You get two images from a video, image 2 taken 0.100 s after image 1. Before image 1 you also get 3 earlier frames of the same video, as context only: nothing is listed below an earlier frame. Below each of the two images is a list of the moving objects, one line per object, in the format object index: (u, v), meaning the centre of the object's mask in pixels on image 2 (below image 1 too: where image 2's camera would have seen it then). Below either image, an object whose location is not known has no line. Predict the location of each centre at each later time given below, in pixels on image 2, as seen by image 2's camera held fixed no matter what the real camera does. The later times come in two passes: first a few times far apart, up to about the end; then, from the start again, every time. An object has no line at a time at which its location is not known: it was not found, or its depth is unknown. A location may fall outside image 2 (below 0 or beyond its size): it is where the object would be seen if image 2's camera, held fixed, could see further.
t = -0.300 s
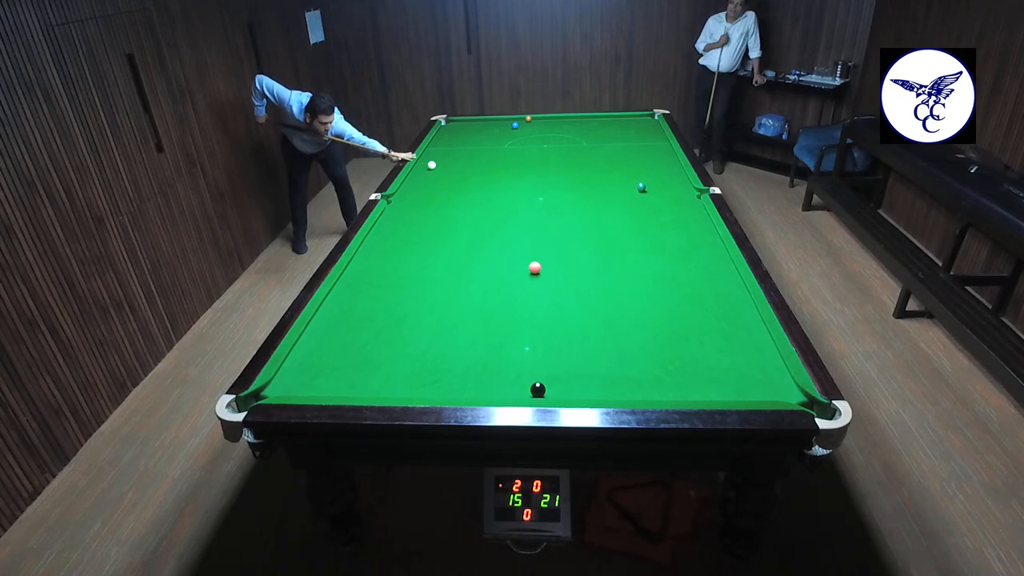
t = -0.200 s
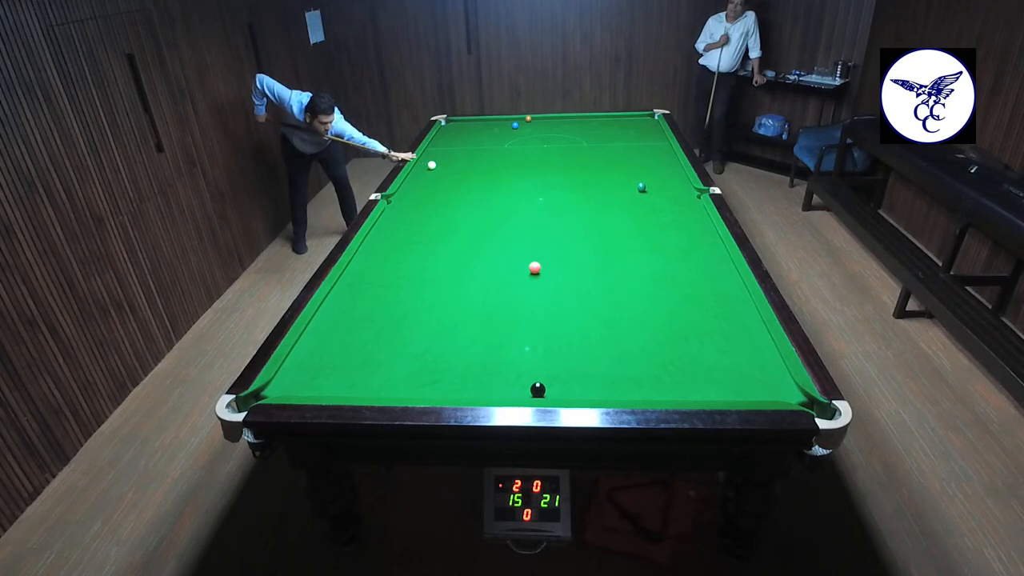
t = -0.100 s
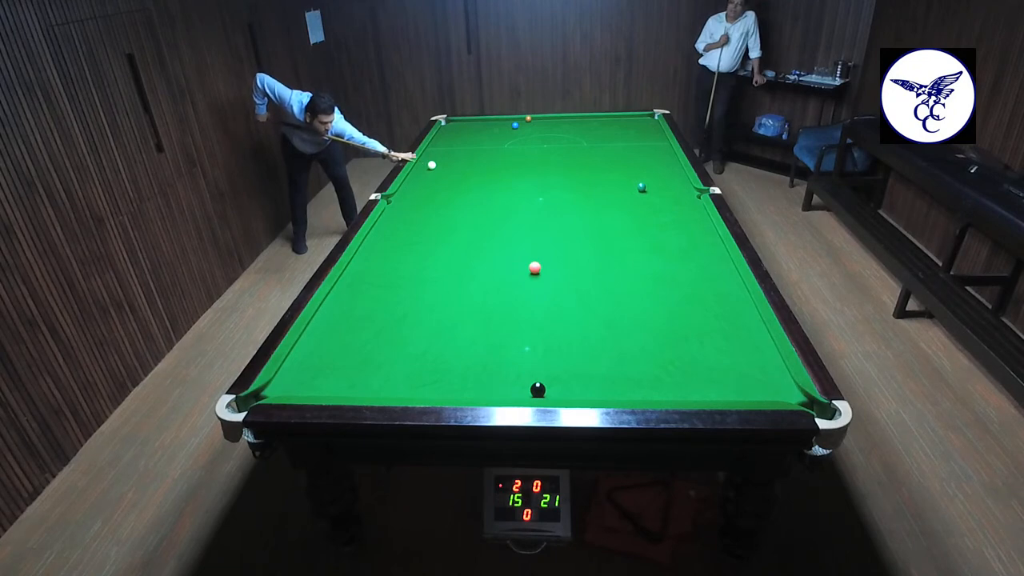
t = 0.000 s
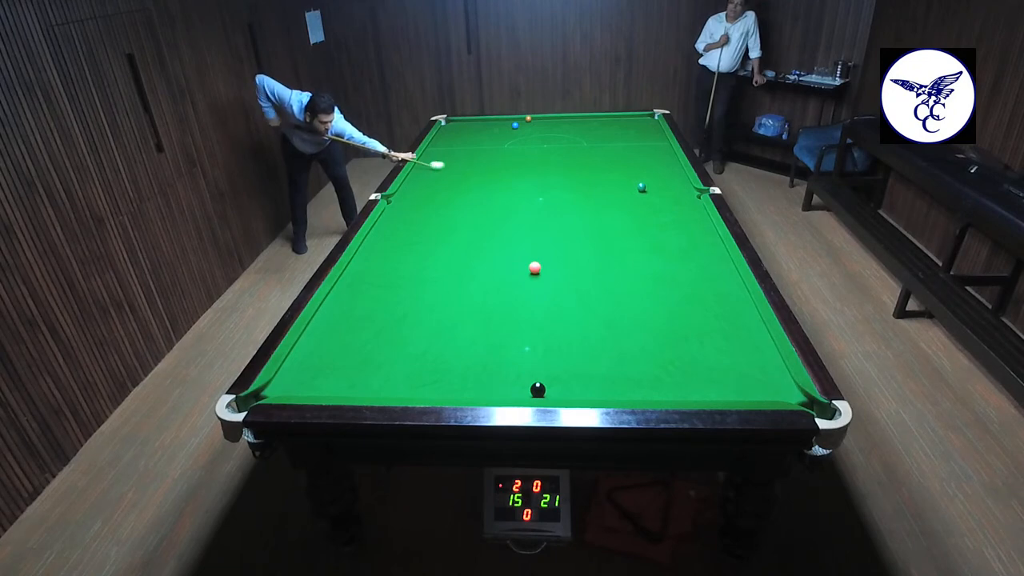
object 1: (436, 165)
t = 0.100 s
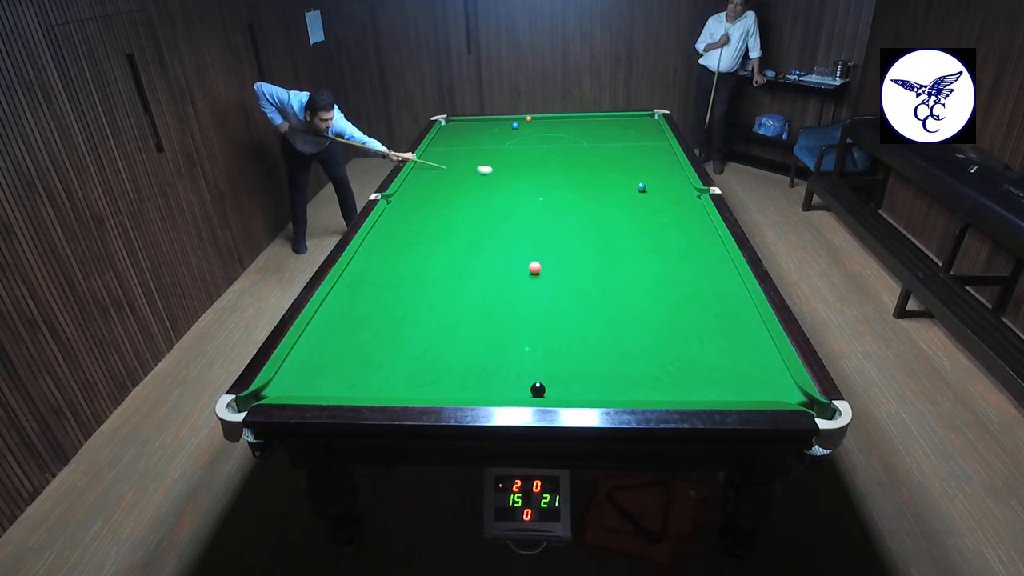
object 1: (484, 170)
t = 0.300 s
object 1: (582, 180)
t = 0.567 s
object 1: (637, 188)
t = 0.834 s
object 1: (645, 191)
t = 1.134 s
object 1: (654, 194)
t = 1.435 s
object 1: (662, 197)
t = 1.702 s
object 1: (668, 199)
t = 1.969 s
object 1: (673, 200)
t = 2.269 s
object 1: (677, 202)
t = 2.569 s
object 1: (681, 203)
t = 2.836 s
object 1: (683, 204)
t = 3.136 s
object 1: (684, 204)
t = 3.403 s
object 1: (684, 204)
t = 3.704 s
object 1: (684, 204)
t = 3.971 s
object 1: (684, 204)
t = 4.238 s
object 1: (684, 204)
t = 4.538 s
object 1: (684, 204)
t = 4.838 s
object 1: (684, 204)
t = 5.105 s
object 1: (684, 204)
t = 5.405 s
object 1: (684, 204)
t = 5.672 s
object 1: (684, 204)
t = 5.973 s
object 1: (684, 204)
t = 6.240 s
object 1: (684, 204)
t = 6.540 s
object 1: (684, 204)
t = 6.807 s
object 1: (684, 204)
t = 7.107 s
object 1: (684, 204)
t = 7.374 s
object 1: (684, 204)
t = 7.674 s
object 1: (684, 204)
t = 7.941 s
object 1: (684, 204)
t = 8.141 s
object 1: (684, 204)
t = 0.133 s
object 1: (501, 172)
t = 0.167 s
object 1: (517, 173)
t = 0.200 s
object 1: (533, 175)
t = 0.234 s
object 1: (550, 177)
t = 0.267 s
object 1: (565, 179)
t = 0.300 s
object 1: (582, 180)
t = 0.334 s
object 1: (598, 182)
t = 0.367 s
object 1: (613, 184)
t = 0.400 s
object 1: (629, 186)
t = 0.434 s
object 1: (633, 186)
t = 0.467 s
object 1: (633, 187)
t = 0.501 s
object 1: (634, 187)
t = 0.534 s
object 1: (635, 188)
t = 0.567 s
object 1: (637, 188)
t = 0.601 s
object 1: (638, 188)
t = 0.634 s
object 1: (639, 189)
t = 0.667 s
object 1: (640, 189)
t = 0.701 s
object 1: (641, 190)
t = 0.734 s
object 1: (642, 190)
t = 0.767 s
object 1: (643, 190)
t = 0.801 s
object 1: (644, 190)
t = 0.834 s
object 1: (645, 191)
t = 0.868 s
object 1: (646, 191)
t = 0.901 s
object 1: (647, 192)
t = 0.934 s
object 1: (649, 192)
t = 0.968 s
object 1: (649, 192)
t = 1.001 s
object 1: (650, 193)
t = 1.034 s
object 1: (651, 193)
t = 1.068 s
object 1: (652, 193)
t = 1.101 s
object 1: (653, 194)
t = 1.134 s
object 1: (654, 194)
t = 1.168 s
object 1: (655, 194)
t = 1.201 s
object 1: (656, 194)
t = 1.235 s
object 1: (657, 195)
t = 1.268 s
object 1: (658, 195)
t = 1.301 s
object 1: (659, 195)
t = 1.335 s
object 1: (659, 196)
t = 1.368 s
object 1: (660, 196)
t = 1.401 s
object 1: (661, 196)
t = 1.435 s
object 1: (662, 197)
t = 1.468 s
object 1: (663, 197)
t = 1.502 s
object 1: (663, 197)
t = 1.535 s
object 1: (664, 198)
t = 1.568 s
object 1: (665, 198)
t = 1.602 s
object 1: (666, 198)
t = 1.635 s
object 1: (666, 198)
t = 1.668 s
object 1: (667, 198)
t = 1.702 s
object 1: (668, 199)
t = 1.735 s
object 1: (668, 199)
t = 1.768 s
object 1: (669, 199)
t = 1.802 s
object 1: (670, 199)
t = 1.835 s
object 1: (670, 200)
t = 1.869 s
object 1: (671, 200)
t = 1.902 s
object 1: (672, 200)
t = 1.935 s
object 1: (672, 200)
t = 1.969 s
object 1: (673, 200)
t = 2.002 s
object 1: (673, 201)
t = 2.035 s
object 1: (674, 201)
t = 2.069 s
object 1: (675, 201)
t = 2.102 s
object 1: (675, 201)
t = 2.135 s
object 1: (676, 201)
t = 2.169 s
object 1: (676, 202)
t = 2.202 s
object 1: (676, 202)
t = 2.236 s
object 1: (677, 202)
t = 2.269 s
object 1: (677, 202)
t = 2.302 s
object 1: (678, 202)
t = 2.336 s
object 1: (678, 202)
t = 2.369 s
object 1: (679, 202)
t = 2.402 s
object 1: (679, 202)
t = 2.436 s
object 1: (679, 203)
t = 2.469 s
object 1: (680, 203)
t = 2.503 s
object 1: (680, 203)
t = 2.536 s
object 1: (680, 203)
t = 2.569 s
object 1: (681, 203)
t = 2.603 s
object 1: (681, 203)
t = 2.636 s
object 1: (681, 203)
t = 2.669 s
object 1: (682, 203)
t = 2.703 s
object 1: (682, 203)
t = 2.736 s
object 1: (682, 203)
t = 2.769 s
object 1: (682, 204)
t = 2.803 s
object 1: (683, 204)
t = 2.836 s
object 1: (683, 204)
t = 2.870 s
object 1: (683, 204)
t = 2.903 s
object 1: (683, 204)
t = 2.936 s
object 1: (683, 204)
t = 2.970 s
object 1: (684, 204)
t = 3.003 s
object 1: (684, 204)
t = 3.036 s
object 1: (684, 204)
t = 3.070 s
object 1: (684, 204)
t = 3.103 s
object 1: (684, 204)
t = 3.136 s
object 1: (684, 204)
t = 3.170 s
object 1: (684, 204)
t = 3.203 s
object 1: (684, 204)
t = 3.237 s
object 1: (684, 204)
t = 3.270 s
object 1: (684, 204)
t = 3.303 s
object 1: (684, 204)
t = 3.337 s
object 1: (684, 204)
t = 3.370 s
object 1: (684, 204)
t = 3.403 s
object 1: (684, 204)
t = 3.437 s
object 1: (684, 204)
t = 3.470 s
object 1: (684, 204)
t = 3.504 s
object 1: (684, 204)
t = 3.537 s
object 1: (684, 204)
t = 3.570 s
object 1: (684, 204)
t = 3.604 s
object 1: (684, 204)
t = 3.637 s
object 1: (684, 204)
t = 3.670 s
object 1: (684, 204)
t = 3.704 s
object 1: (684, 204)
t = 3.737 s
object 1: (684, 204)
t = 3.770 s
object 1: (684, 204)
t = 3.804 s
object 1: (684, 204)
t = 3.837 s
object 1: (684, 204)
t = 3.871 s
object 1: (684, 204)
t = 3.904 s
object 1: (684, 204)
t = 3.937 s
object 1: (684, 204)
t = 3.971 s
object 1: (684, 204)
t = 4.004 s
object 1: (684, 204)
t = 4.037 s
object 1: (684, 204)
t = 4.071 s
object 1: (684, 204)
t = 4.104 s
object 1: (684, 204)
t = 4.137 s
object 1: (684, 204)
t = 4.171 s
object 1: (684, 204)
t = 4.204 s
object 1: (684, 204)
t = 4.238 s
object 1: (684, 204)
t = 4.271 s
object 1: (684, 204)
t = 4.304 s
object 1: (684, 204)
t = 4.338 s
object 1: (684, 204)
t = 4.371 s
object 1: (684, 204)
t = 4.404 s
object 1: (684, 204)
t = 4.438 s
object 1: (684, 204)
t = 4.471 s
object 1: (684, 204)
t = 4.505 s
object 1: (684, 204)
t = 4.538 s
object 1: (684, 204)
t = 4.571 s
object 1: (684, 204)
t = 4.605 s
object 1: (684, 204)
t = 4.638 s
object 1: (684, 204)
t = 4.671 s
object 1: (684, 204)
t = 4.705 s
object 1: (684, 204)
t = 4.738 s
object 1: (684, 204)
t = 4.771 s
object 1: (684, 204)
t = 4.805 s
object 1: (684, 204)
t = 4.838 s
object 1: (684, 204)
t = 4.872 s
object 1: (684, 204)
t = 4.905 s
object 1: (684, 204)
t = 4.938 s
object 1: (684, 204)
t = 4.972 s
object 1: (684, 204)
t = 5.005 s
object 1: (684, 204)
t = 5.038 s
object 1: (684, 204)
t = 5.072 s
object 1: (684, 204)
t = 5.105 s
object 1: (684, 204)
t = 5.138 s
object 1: (684, 204)
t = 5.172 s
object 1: (684, 204)
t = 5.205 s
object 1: (684, 204)
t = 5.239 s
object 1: (684, 204)
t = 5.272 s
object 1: (684, 204)
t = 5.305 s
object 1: (684, 204)
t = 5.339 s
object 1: (684, 204)
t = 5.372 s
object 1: (684, 204)
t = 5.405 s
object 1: (684, 204)
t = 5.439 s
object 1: (684, 204)
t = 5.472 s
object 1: (684, 204)
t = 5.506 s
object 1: (684, 204)
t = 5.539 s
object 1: (684, 204)
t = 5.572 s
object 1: (684, 204)
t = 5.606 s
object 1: (684, 204)
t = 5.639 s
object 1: (684, 204)
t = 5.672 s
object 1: (684, 204)
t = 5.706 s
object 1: (684, 204)
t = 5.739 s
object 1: (684, 204)
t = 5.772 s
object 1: (684, 204)
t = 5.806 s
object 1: (684, 204)
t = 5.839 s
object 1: (684, 204)
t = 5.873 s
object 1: (684, 204)
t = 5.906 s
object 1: (684, 204)
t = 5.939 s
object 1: (684, 204)
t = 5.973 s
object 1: (684, 204)
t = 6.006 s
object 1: (684, 204)
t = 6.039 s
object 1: (684, 204)
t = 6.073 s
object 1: (684, 204)
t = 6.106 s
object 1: (684, 204)
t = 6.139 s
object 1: (684, 204)
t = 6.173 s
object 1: (684, 204)
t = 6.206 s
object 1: (684, 204)
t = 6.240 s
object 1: (684, 204)
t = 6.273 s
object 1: (684, 204)
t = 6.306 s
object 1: (684, 204)
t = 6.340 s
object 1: (684, 204)
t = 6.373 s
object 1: (684, 204)
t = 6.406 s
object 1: (684, 204)
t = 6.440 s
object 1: (684, 204)
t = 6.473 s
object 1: (684, 204)
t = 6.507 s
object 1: (684, 204)
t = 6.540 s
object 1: (684, 204)
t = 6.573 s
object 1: (684, 204)
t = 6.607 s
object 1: (684, 204)
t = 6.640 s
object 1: (684, 204)
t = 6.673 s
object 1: (684, 204)
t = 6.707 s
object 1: (684, 204)
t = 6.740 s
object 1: (684, 204)
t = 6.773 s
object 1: (684, 204)
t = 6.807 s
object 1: (684, 204)
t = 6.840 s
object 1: (684, 204)
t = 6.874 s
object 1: (684, 204)
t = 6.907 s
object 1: (684, 204)
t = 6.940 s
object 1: (684, 204)
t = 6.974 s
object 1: (684, 204)
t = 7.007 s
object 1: (684, 204)
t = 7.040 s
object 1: (684, 204)
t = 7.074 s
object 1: (684, 204)
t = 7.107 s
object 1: (684, 204)
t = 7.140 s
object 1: (684, 204)
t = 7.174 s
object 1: (684, 204)
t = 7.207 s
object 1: (684, 204)
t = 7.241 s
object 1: (684, 204)
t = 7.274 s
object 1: (684, 204)
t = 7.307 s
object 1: (684, 204)
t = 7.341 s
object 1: (684, 204)
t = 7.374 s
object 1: (684, 204)
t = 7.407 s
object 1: (684, 204)
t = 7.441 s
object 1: (684, 204)
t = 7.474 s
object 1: (684, 204)
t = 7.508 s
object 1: (684, 204)
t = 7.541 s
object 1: (684, 204)
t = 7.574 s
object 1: (684, 204)
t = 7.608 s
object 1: (684, 204)
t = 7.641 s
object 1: (684, 204)
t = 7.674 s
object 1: (684, 204)
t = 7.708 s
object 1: (684, 204)
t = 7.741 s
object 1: (684, 204)
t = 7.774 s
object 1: (684, 204)
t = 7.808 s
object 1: (684, 204)
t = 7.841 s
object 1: (684, 204)
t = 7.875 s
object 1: (684, 204)
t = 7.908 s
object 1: (684, 204)
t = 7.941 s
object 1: (684, 204)
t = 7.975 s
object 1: (684, 204)
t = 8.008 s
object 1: (684, 204)
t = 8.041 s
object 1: (684, 204)
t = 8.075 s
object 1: (684, 204)
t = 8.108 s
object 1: (684, 204)
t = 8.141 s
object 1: (684, 204)
